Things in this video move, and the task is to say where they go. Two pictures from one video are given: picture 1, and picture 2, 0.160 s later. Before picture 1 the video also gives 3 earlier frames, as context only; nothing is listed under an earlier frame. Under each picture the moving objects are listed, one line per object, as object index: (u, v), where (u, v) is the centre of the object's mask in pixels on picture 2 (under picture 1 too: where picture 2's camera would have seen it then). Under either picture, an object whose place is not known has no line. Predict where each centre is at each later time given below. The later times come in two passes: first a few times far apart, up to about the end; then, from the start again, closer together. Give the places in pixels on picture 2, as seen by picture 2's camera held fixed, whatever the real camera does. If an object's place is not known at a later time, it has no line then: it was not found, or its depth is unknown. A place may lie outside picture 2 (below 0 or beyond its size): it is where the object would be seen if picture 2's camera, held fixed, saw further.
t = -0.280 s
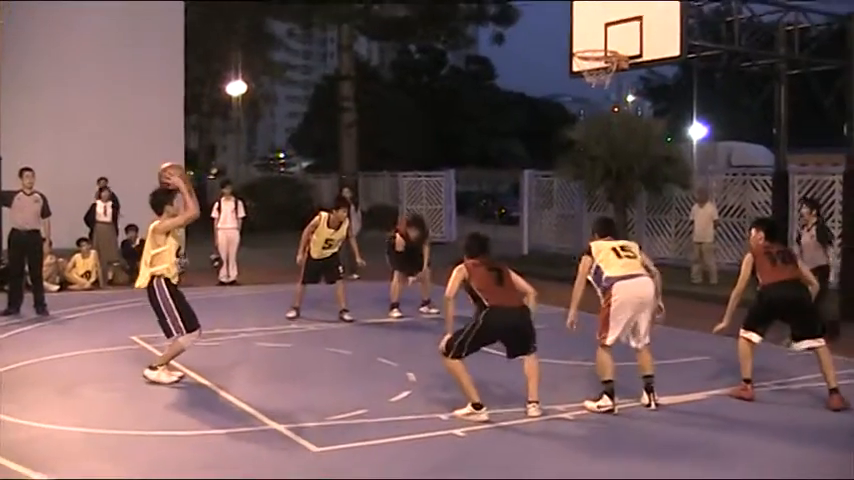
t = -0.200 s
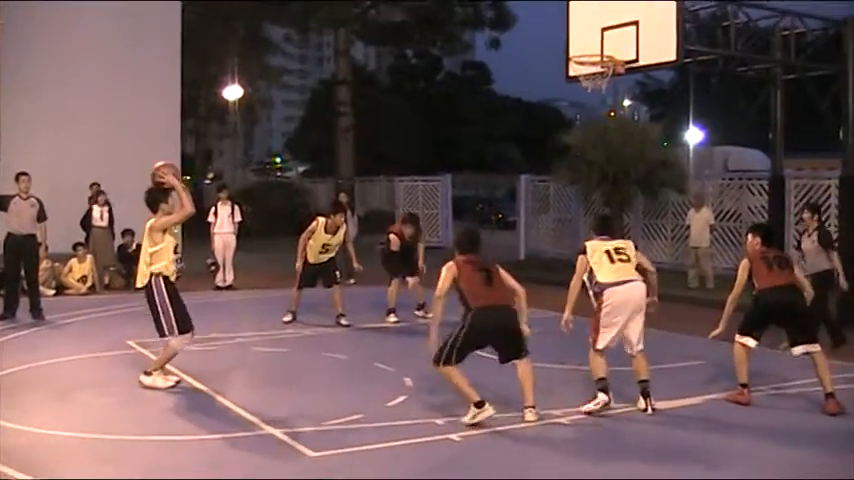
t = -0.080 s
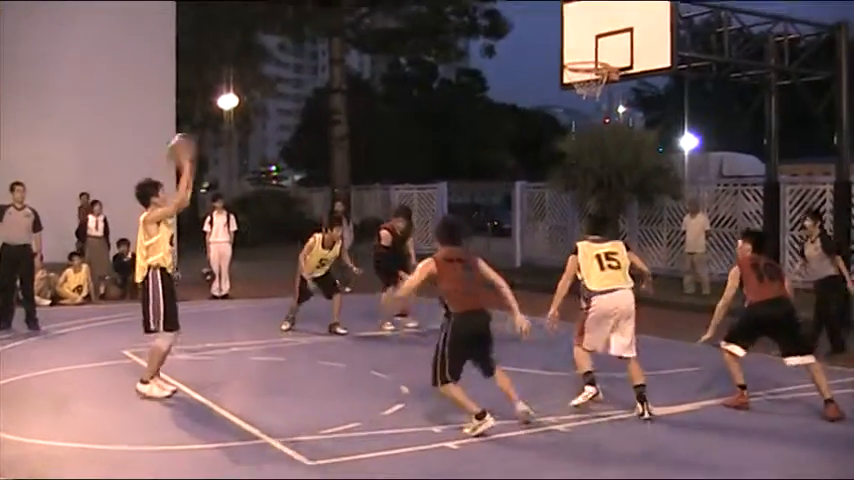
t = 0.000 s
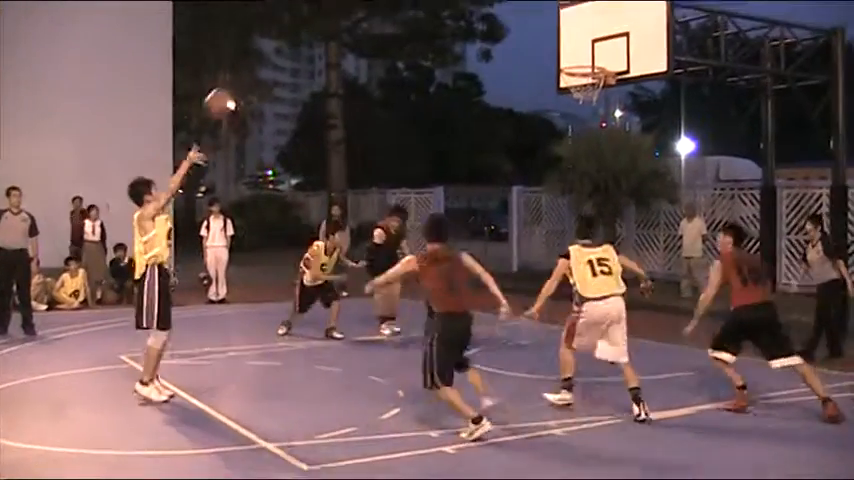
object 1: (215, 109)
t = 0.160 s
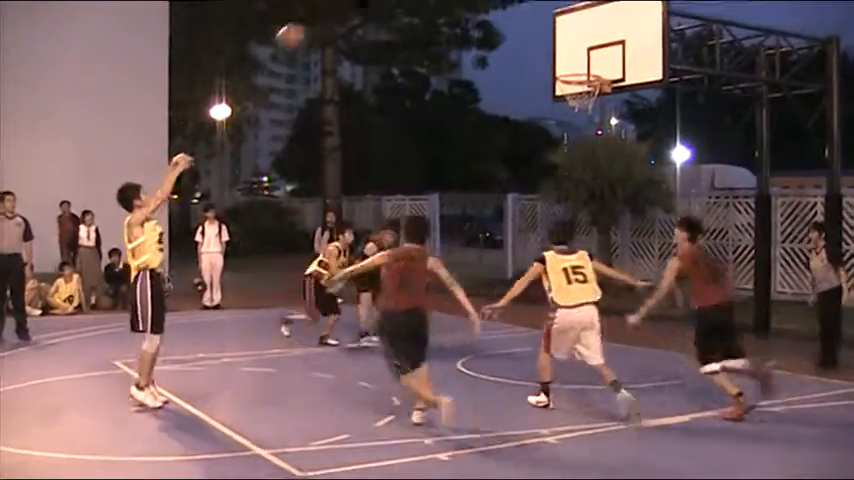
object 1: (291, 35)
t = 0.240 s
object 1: (327, 13)
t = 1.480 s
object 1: (550, 104)
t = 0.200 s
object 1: (308, 24)
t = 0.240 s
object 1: (327, 13)
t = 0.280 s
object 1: (344, 6)
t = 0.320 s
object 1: (362, 1)
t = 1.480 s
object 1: (550, 104)
